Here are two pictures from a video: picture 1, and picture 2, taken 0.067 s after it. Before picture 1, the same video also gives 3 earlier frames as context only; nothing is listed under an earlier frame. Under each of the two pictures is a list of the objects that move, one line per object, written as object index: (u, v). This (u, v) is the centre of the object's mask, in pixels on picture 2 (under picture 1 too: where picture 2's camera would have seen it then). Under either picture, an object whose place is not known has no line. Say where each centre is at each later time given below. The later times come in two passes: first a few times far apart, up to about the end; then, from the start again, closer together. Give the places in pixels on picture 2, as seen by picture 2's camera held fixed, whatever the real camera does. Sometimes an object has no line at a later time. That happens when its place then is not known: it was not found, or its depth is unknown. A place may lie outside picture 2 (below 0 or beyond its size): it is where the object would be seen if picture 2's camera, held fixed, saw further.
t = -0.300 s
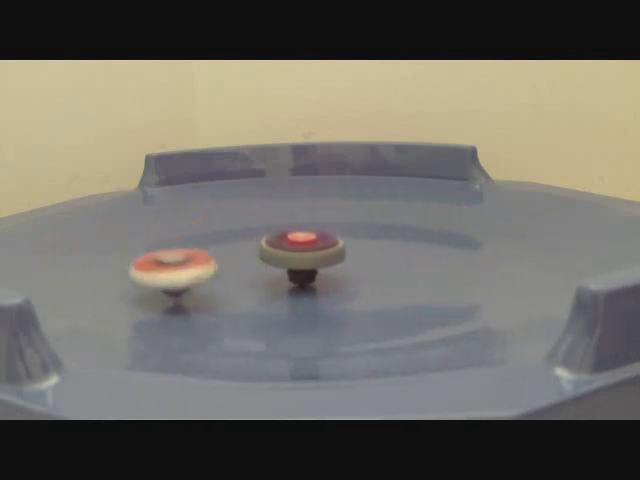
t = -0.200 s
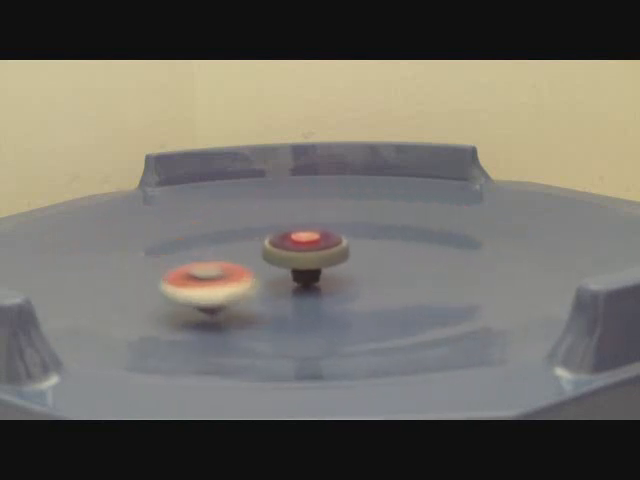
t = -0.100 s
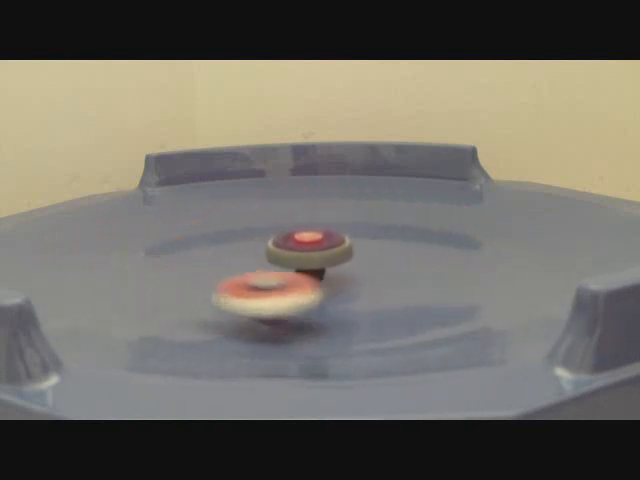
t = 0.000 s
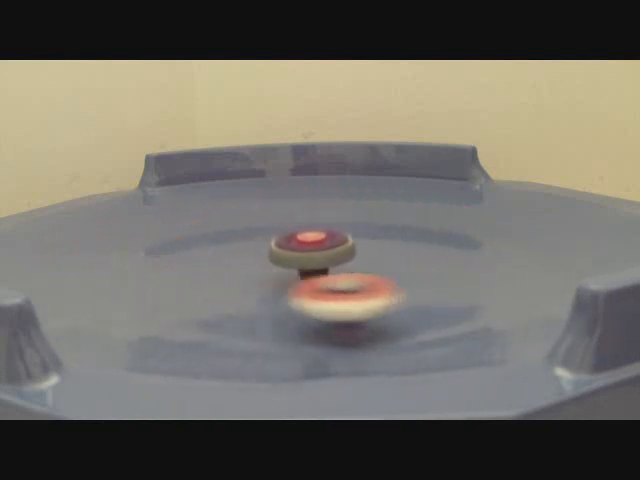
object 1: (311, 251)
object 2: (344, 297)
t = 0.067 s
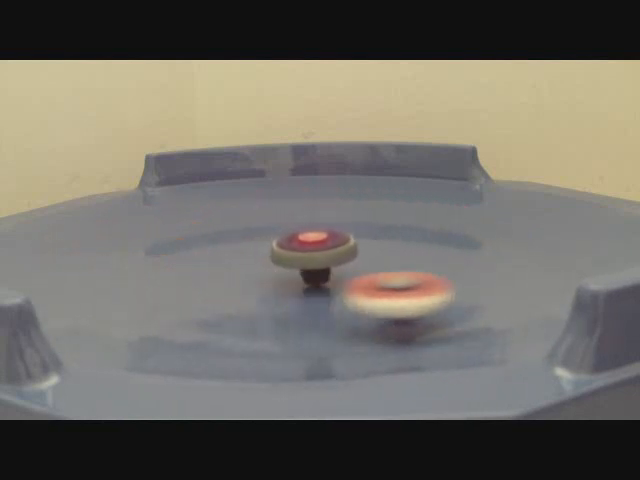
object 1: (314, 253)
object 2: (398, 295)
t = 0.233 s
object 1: (317, 254)
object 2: (503, 278)
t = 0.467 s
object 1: (317, 255)
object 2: (506, 239)
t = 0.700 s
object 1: (312, 257)
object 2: (397, 223)
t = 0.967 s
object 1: (303, 258)
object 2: (241, 231)
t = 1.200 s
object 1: (297, 257)
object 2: (130, 248)
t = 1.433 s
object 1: (293, 256)
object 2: (93, 280)
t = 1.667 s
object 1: (294, 254)
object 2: (223, 306)
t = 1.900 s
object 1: (300, 252)
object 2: (390, 287)
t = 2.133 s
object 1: (307, 251)
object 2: (436, 250)
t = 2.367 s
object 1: (313, 252)
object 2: (378, 221)
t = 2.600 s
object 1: (316, 254)
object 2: (278, 204)
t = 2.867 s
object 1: (314, 256)
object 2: (155, 223)
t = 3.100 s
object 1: (306, 257)
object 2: (134, 259)
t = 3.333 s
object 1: (299, 257)
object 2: (239, 288)
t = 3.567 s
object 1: (293, 257)
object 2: (409, 283)
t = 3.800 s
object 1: (292, 255)
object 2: (509, 253)
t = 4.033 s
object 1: (295, 253)
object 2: (476, 224)
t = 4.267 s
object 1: (302, 252)
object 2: (365, 215)
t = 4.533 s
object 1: (311, 252)
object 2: (226, 232)
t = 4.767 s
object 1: (315, 253)
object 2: (148, 260)
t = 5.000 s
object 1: (314, 255)
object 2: (162, 295)
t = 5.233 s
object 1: (310, 255)
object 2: (314, 307)
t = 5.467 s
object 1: (302, 258)
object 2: (441, 279)
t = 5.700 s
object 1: (296, 257)
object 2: (430, 246)
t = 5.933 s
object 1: (294, 255)
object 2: (345, 223)
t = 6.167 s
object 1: (298, 253)
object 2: (236, 217)
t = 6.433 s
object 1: (306, 254)
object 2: (125, 234)
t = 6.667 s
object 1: (316, 254)
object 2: (127, 266)
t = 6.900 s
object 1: (323, 255)
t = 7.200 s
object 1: (322, 256)
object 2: (443, 268)
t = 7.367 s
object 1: (315, 257)
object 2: (478, 243)
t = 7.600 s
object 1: (306, 258)
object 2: (439, 218)
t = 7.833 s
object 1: (299, 257)
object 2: (337, 211)
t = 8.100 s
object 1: (297, 256)
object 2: (222, 234)
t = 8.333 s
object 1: (300, 253)
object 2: (179, 267)
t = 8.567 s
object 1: (307, 252)
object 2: (234, 297)
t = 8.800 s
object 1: (315, 252)
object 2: (385, 300)
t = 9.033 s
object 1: (319, 254)
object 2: (474, 269)
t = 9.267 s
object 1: (318, 256)
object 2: (429, 242)
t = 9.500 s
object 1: (311, 258)
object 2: (328, 223)
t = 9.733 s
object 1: (304, 258)
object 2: (215, 232)
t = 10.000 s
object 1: (297, 257)
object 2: (112, 247)
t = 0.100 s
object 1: (314, 253)
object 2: (423, 293)
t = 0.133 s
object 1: (315, 253)
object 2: (447, 290)
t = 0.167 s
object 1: (315, 253)
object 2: (469, 286)
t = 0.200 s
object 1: (316, 254)
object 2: (487, 282)
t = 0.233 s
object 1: (317, 254)
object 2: (503, 278)
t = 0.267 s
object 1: (317, 254)
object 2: (514, 271)
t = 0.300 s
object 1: (317, 254)
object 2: (521, 266)
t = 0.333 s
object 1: (317, 254)
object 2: (525, 260)
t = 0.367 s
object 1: (317, 255)
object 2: (525, 255)
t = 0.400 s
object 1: (318, 255)
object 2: (522, 250)
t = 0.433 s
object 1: (317, 255)
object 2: (515, 245)
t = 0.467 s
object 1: (317, 255)
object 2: (506, 239)
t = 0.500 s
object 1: (317, 255)
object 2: (495, 237)
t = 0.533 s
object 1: (316, 256)
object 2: (481, 233)
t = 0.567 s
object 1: (316, 256)
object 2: (466, 230)
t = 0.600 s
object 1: (315, 256)
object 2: (451, 228)
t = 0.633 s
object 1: (315, 257)
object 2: (434, 226)
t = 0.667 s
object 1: (313, 257)
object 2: (415, 223)
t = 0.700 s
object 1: (312, 257)
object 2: (397, 223)
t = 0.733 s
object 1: (311, 258)
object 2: (377, 223)
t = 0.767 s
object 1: (310, 258)
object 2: (359, 221)
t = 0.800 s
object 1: (309, 258)
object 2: (340, 220)
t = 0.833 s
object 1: (308, 258)
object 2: (320, 219)
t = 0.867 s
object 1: (306, 259)
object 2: (301, 221)
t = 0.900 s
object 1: (305, 258)
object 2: (281, 222)
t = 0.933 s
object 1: (304, 258)
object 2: (261, 226)
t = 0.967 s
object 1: (303, 258)
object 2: (241, 231)
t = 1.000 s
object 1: (303, 258)
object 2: (223, 234)
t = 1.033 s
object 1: (302, 258)
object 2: (204, 236)
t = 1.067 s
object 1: (300, 258)
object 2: (188, 237)
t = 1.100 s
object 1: (299, 258)
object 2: (173, 238)
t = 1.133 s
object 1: (298, 258)
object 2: (158, 241)
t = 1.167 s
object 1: (297, 258)
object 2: (143, 244)
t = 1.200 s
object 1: (297, 257)
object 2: (130, 248)
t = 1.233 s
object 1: (296, 257)
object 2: (118, 252)
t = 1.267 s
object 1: (295, 257)
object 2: (107, 256)
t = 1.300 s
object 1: (294, 257)
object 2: (100, 261)
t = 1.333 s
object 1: (294, 257)
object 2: (93, 266)
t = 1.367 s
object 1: (293, 256)
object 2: (91, 270)
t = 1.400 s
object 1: (293, 256)
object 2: (91, 275)
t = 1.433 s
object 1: (293, 256)
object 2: (93, 280)
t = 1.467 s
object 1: (293, 256)
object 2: (101, 287)
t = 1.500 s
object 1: (293, 255)
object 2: (111, 291)
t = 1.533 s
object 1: (293, 255)
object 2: (128, 295)
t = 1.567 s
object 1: (293, 255)
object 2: (146, 299)
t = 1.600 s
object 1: (293, 254)
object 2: (168, 302)
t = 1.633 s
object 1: (294, 254)
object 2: (194, 304)
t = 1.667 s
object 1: (294, 254)
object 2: (223, 306)
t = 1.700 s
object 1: (295, 253)
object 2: (251, 306)
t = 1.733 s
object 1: (295, 252)
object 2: (276, 304)
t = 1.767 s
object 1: (296, 251)
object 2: (304, 301)
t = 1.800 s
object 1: (297, 251)
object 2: (328, 299)
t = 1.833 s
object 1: (297, 252)
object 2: (351, 296)
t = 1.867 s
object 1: (298, 252)
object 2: (373, 292)
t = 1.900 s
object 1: (300, 252)
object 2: (390, 287)
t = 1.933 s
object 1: (301, 252)
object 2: (406, 281)
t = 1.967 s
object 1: (302, 252)
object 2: (419, 276)
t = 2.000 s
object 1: (303, 252)
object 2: (427, 271)
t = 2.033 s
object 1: (304, 251)
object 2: (434, 267)
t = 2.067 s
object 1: (305, 251)
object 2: (437, 262)
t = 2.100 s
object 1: (306, 251)
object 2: (437, 256)
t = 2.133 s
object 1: (307, 251)
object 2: (436, 250)
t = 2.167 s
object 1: (309, 251)
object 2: (432, 245)
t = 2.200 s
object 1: (309, 251)
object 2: (426, 240)
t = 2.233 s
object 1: (310, 252)
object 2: (418, 236)
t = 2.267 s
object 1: (311, 252)
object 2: (410, 232)
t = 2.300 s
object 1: (312, 252)
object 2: (401, 228)
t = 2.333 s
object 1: (313, 252)
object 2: (390, 224)
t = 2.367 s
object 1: (313, 252)
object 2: (378, 221)
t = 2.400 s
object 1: (314, 252)
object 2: (366, 217)
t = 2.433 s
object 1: (315, 252)
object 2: (353, 213)
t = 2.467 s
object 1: (315, 252)
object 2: (339, 210)
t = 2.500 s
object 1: (315, 252)
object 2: (325, 208)
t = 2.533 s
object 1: (316, 253)
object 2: (310, 207)
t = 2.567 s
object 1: (315, 253)
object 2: (293, 205)
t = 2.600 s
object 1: (316, 254)
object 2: (278, 204)
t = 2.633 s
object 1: (316, 254)
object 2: (261, 204)
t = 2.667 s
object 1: (317, 254)
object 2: (244, 205)
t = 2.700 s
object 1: (316, 255)
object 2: (228, 207)
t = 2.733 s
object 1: (316, 255)
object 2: (212, 208)
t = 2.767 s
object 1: (315, 255)
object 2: (197, 210)
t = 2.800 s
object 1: (315, 255)
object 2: (181, 213)
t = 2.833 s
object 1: (314, 256)
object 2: (167, 218)
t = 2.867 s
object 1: (314, 256)
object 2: (155, 223)
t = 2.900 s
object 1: (313, 256)
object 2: (145, 227)
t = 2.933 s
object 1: (311, 257)
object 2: (137, 232)
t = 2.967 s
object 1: (311, 257)
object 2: (132, 237)
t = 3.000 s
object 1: (309, 257)
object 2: (128, 243)
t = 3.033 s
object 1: (308, 257)
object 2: (128, 247)
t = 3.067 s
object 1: (307, 257)
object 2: (130, 253)
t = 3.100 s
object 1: (306, 257)
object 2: (134, 259)
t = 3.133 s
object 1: (305, 258)
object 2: (141, 264)
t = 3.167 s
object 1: (304, 258)
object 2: (151, 270)
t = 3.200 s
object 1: (303, 258)
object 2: (163, 274)
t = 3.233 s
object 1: (302, 258)
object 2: (178, 278)
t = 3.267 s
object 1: (300, 258)
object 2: (195, 281)
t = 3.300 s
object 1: (299, 258)
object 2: (216, 284)
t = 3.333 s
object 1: (299, 257)
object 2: (239, 288)
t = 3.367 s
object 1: (298, 252)
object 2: (261, 289)
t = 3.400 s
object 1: (297, 252)
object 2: (286, 289)
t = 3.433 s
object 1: (296, 252)
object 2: (311, 290)
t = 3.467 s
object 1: (294, 253)
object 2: (335, 289)
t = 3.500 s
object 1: (294, 258)
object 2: (360, 288)
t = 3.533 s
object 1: (293, 257)
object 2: (386, 286)
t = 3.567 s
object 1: (293, 257)
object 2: (409, 283)
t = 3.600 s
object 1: (293, 257)
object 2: (432, 279)
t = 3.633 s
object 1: (292, 257)
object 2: (451, 277)
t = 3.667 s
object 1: (292, 257)
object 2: (468, 272)
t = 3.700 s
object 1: (292, 256)
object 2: (483, 268)
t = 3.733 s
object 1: (292, 256)
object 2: (495, 264)
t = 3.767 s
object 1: (292, 256)
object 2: (504, 259)
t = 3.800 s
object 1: (292, 255)
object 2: (509, 253)
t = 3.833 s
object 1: (292, 255)
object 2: (513, 248)
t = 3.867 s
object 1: (292, 255)
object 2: (513, 244)
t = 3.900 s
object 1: (293, 255)
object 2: (511, 238)
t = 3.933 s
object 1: (293, 254)
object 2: (505, 234)
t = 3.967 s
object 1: (294, 254)
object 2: (498, 230)
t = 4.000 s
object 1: (295, 254)
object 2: (488, 227)
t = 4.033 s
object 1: (295, 253)
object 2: (476, 224)
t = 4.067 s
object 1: (296, 253)
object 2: (463, 223)
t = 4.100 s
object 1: (297, 253)
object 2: (450, 221)
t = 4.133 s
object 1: (298, 253)
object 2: (434, 217)
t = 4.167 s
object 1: (299, 253)
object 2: (417, 215)
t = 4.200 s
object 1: (301, 252)
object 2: (401, 215)
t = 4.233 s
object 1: (301, 252)
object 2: (383, 215)
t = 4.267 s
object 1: (302, 252)
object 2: (365, 215)
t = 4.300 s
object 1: (304, 252)
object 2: (348, 215)
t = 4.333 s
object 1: (305, 252)
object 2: (330, 215)
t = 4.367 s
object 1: (306, 252)
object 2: (311, 215)
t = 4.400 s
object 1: (308, 252)
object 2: (293, 217)
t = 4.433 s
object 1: (309, 252)
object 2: (275, 220)
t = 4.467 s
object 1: (309, 252)
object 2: (255, 229)
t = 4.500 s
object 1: (310, 252)
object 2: (242, 230)
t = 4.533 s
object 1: (311, 252)
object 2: (226, 232)
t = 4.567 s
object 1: (312, 252)
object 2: (211, 236)
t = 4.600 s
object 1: (313, 252)
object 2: (198, 239)
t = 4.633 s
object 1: (313, 252)
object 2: (185, 242)
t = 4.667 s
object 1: (314, 253)
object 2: (173, 246)
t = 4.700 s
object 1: (315, 253)
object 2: (163, 251)
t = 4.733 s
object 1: (315, 253)
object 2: (155, 255)
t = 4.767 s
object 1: (315, 253)
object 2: (148, 260)
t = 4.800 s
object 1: (315, 253)
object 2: (143, 265)
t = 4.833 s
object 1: (315, 254)
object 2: (140, 269)
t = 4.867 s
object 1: (315, 254)
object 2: (138, 275)
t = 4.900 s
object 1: (315, 254)
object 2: (140, 280)
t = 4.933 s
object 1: (315, 254)
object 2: (144, 285)
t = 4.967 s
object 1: (315, 254)
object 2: (151, 290)
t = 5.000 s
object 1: (314, 255)
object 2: (162, 295)
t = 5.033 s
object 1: (314, 256)
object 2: (176, 299)
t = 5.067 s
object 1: (314, 256)
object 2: (193, 303)
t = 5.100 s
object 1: (313, 256)
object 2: (214, 306)
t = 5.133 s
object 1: (312, 256)
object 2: (237, 308)
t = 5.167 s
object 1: (312, 256)
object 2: (262, 310)
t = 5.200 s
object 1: (311, 255)
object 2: (288, 310)
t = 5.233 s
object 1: (310, 255)
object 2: (314, 307)
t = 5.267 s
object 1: (308, 255)
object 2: (338, 304)
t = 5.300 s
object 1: (307, 257)
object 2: (363, 303)
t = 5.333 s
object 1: (306, 258)
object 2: (382, 300)
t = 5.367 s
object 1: (305, 258)
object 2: (403, 293)
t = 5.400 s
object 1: (304, 258)
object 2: (418, 288)
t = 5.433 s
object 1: (303, 258)
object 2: (432, 284)
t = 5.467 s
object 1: (302, 258)
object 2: (441, 279)
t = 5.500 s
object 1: (301, 258)
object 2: (448, 274)
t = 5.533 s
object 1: (300, 258)
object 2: (451, 270)
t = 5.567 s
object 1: (299, 258)
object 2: (451, 266)
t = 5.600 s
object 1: (298, 258)
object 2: (449, 261)
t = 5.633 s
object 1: (298, 257)
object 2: (444, 256)
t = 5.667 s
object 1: (297, 257)
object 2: (438, 251)
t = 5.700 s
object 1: (296, 257)
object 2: (430, 246)
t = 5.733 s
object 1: (296, 257)
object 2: (421, 243)
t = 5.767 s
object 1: (295, 257)
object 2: (410, 239)
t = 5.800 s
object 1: (295, 256)
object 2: (398, 234)
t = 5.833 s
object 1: (295, 256)
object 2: (387, 231)
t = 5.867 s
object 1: (295, 256)
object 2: (374, 228)
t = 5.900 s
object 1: (294, 255)
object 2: (358, 225)
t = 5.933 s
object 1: (294, 255)
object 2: (345, 223)
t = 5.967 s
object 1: (295, 255)
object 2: (331, 220)
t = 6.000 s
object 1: (295, 255)
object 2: (317, 218)
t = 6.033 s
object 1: (295, 254)
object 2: (299, 216)
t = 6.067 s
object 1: (296, 254)
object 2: (283, 215)
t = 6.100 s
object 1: (296, 253)
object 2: (268, 215)
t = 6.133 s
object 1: (297, 254)
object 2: (252, 216)
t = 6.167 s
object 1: (298, 253)
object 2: (236, 217)
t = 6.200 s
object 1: (298, 253)
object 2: (221, 217)
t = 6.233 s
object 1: (299, 253)
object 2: (205, 218)
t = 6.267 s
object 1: (300, 254)
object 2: (190, 219)
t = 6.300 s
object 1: (301, 254)
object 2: (175, 221)
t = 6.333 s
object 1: (302, 254)
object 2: (160, 224)
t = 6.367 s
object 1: (303, 254)
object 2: (148, 226)
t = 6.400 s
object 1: (304, 254)
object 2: (136, 230)
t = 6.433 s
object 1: (306, 254)
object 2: (125, 234)
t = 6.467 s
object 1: (307, 253)
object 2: (117, 239)
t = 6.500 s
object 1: (309, 253)
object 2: (112, 241)
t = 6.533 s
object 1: (310, 253)
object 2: (110, 247)
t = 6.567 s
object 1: (312, 253)
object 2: (109, 252)
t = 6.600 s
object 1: (313, 254)
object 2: (112, 257)
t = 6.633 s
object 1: (314, 254)
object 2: (118, 262)
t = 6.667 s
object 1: (316, 254)
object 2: (127, 266)
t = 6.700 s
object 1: (317, 254)
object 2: (139, 271)
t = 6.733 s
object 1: (318, 254)
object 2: (152, 276)
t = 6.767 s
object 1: (319, 254)
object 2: (169, 280)
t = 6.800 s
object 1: (320, 254)
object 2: (187, 283)
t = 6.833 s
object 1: (321, 255)
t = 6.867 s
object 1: (322, 255)
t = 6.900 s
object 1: (323, 255)
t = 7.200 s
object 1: (322, 256)
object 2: (443, 268)
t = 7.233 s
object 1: (320, 256)
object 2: (455, 264)
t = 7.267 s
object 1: (319, 256)
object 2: (464, 258)
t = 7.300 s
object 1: (318, 256)
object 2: (471, 253)
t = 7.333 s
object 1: (316, 257)
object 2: (476, 249)
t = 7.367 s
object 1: (315, 257)
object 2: (478, 243)
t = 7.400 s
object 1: (314, 257)
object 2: (478, 239)
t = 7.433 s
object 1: (312, 257)
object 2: (476, 234)
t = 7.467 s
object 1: (311, 257)
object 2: (472, 231)
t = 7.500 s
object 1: (310, 258)
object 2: (467, 228)
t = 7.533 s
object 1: (308, 258)
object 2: (460, 225)
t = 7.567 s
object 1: (307, 258)
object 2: (450, 220)
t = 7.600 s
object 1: (306, 258)
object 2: (439, 218)
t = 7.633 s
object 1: (305, 258)
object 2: (427, 214)
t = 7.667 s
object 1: (304, 258)
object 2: (413, 212)
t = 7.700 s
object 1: (303, 258)
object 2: (400, 211)
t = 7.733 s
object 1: (301, 258)
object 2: (385, 211)
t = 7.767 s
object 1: (300, 258)
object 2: (368, 211)
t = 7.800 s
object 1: (299, 257)
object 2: (353, 211)
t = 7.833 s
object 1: (299, 257)
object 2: (337, 211)
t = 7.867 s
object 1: (298, 257)
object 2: (321, 212)
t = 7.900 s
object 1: (298, 257)
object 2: (305, 214)
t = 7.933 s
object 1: (297, 257)
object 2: (290, 215)
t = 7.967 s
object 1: (297, 256)
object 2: (275, 218)
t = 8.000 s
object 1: (296, 256)
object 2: (259, 223)
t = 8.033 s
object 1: (296, 256)
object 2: (246, 228)
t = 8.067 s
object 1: (293, 255)
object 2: (233, 232)
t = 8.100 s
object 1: (297, 256)
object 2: (222, 234)
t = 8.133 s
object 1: (297, 255)
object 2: (210, 240)
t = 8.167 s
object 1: (297, 255)
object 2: (201, 242)
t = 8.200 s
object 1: (297, 254)
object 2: (194, 248)
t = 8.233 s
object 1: (298, 254)
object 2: (188, 252)
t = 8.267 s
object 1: (298, 254)
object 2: (183, 257)
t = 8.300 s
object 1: (299, 254)
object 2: (180, 262)
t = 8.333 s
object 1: (300, 253)
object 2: (179, 267)
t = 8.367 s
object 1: (301, 253)
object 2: (180, 271)
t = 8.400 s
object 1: (302, 252)
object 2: (182, 277)
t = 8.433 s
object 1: (303, 252)
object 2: (188, 281)
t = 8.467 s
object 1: (304, 252)
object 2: (195, 285)
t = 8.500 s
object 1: (305, 252)
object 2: (206, 290)
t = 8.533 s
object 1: (306, 252)
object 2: (218, 293)
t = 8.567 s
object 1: (307, 252)
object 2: (234, 297)
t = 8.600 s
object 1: (308, 252)
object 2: (254, 301)
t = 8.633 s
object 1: (309, 251)
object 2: (273, 303)
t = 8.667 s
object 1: (310, 250)
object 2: (294, 304)
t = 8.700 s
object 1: (311, 250)
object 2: (316, 304)
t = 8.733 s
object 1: (313, 251)
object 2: (340, 303)
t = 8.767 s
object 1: (313, 252)
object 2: (363, 302)
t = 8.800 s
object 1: (315, 252)
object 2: (385, 300)
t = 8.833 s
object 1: (315, 253)
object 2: (405, 297)
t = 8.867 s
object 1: (316, 252)
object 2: (424, 293)
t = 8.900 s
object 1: (317, 253)
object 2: (440, 289)
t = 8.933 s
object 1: (318, 253)
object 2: (453, 284)
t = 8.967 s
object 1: (318, 253)
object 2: (464, 279)
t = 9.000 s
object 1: (319, 253)
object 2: (471, 274)
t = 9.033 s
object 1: (319, 254)
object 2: (474, 269)
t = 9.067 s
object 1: (319, 254)
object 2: (474, 267)
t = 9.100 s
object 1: (319, 254)
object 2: (471, 263)
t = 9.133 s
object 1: (319, 254)
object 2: (466, 257)
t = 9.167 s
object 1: (319, 254)
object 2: (459, 252)
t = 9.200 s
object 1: (319, 255)
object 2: (450, 249)
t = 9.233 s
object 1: (318, 256)
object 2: (440, 245)
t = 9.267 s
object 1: (318, 256)
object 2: (429, 242)
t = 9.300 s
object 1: (317, 256)
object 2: (416, 238)
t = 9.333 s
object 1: (316, 256)
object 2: (403, 237)
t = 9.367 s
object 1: (315, 257)
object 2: (389, 234)
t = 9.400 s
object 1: (314, 257)
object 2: (375, 233)
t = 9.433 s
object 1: (313, 257)
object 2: (360, 228)
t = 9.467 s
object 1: (312, 258)
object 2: (344, 224)
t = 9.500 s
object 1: (311, 258)
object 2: (328, 223)
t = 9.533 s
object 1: (310, 259)
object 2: (313, 223)
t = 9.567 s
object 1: (309, 257)
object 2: (296, 222)
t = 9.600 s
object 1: (308, 258)
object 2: (280, 221)
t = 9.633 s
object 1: (308, 258)
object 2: (262, 226)
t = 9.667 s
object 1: (307, 258)
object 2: (245, 230)
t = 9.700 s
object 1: (306, 258)
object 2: (231, 231)
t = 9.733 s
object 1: (304, 258)
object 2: (215, 232)
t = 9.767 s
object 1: (303, 258)
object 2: (199, 233)
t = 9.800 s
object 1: (302, 258)
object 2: (184, 235)
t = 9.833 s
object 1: (301, 258)
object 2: (170, 236)
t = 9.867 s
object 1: (300, 257)
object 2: (155, 235)
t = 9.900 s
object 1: (299, 257)
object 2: (143, 238)
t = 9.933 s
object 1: (299, 257)
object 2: (130, 240)
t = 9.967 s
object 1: (298, 257)
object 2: (121, 242)
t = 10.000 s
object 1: (297, 257)
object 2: (112, 247)
